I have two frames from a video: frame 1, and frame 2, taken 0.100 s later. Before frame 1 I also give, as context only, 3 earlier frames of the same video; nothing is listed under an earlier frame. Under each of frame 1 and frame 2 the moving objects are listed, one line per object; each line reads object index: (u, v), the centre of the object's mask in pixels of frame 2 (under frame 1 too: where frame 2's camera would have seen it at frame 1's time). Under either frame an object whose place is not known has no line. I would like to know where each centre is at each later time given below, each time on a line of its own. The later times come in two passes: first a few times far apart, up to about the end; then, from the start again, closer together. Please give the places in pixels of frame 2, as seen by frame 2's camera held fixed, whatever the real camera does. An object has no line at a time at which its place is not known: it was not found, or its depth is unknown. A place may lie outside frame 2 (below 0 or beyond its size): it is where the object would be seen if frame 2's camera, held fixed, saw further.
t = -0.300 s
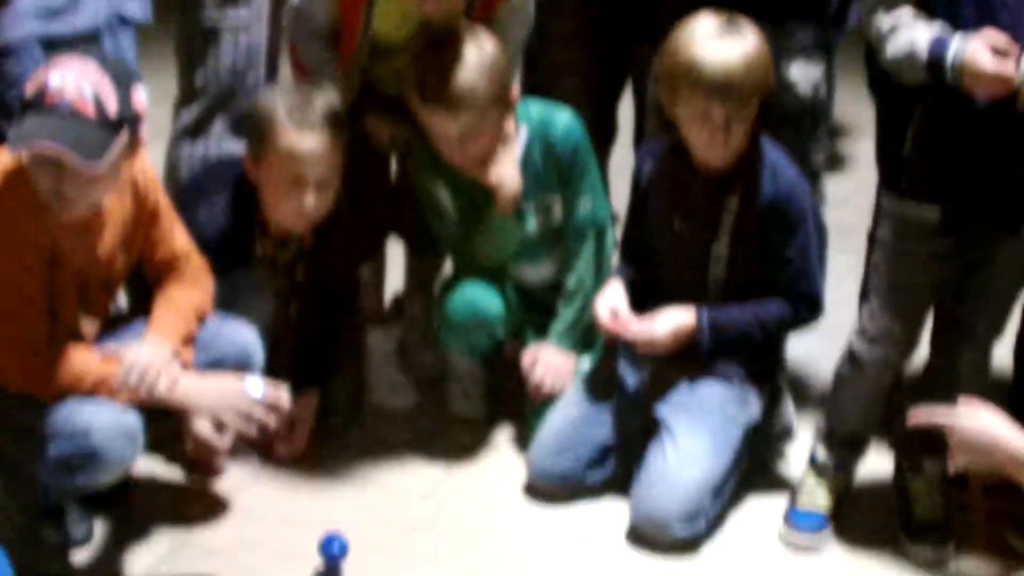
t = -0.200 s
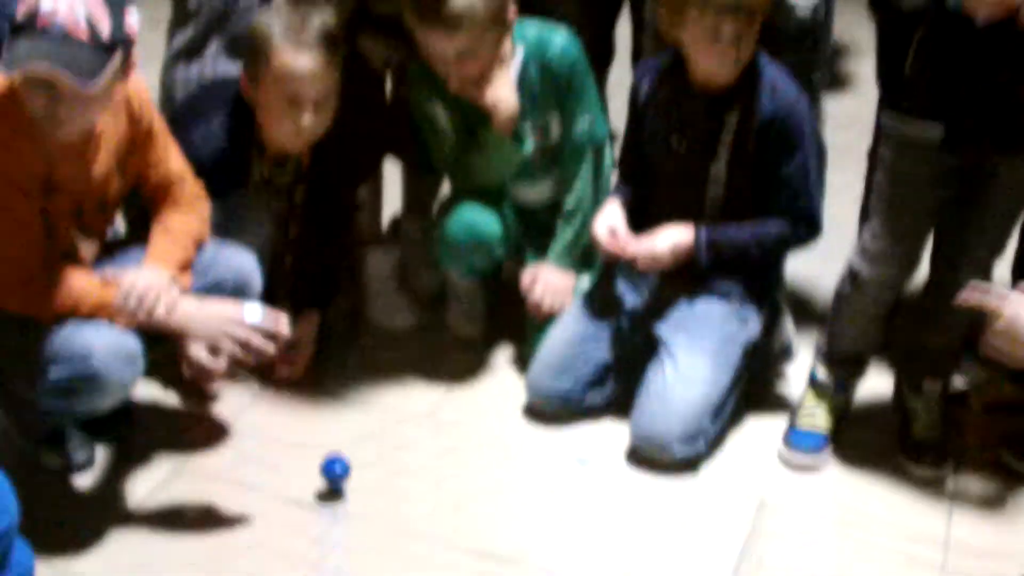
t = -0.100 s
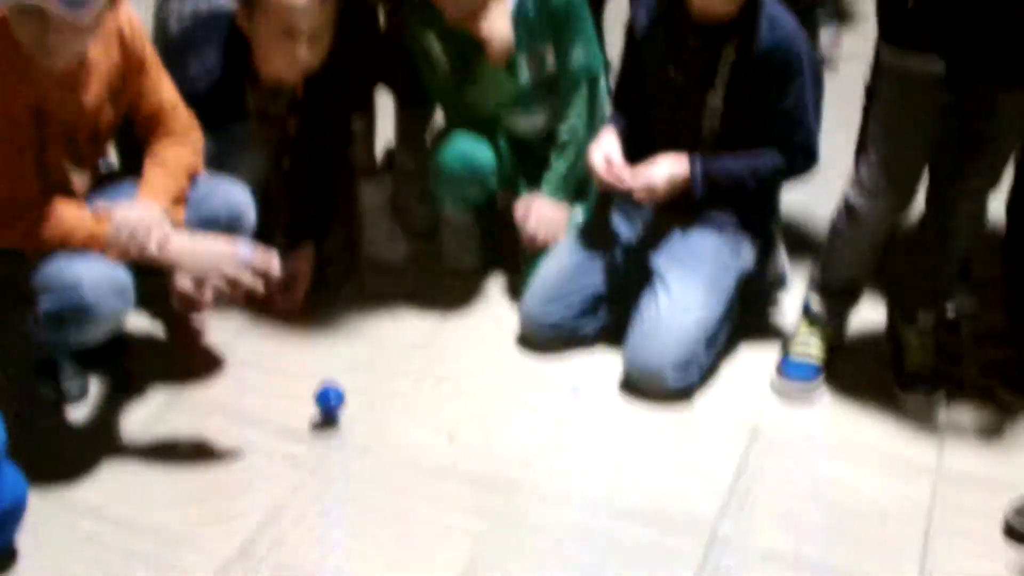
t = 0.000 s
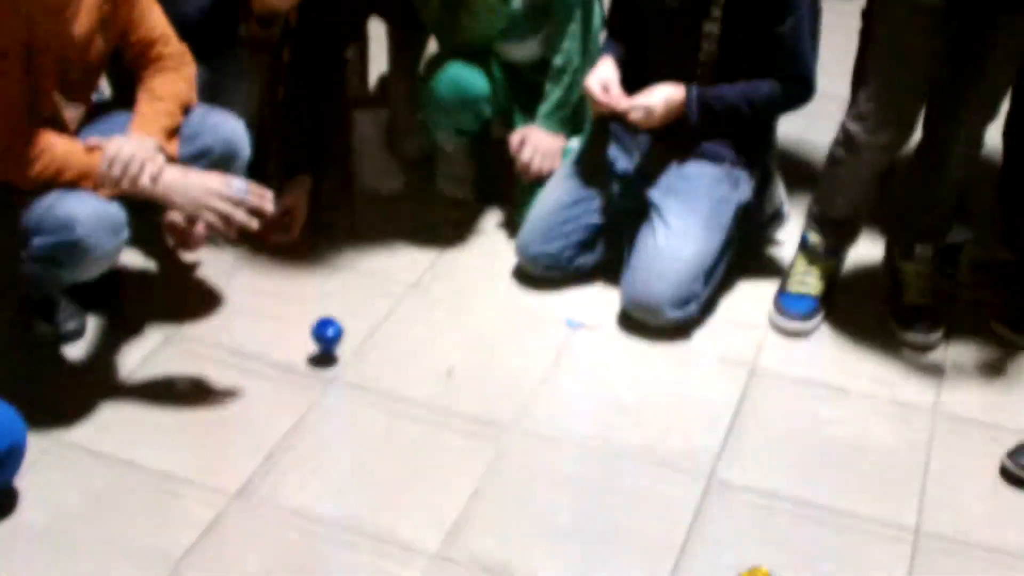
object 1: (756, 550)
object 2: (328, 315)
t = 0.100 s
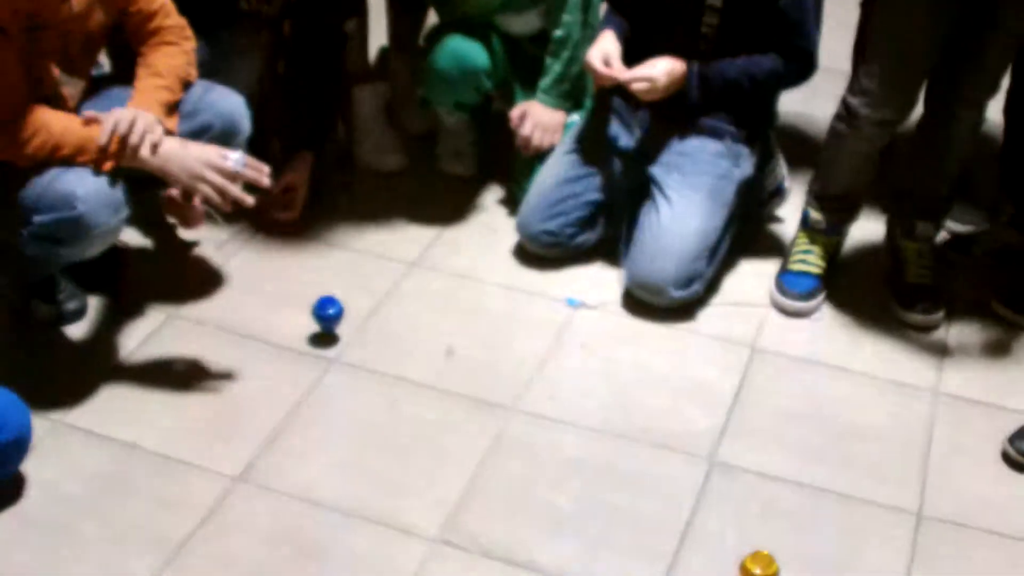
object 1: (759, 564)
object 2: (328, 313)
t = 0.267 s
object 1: (756, 563)
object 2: (325, 314)
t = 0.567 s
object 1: (757, 568)
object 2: (325, 315)
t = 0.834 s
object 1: (759, 572)
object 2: (330, 316)
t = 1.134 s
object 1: (759, 573)
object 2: (332, 314)
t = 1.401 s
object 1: (760, 573)
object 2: (329, 313)
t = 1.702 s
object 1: (758, 573)
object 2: (326, 315)
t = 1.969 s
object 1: (761, 573)
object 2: (331, 315)
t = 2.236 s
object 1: (761, 572)
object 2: (332, 313)
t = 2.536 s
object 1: (762, 574)
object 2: (329, 311)
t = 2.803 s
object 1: (761, 574)
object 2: (327, 314)
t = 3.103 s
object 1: (762, 574)
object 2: (330, 316)
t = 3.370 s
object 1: (759, 573)
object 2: (330, 314)
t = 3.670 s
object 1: (761, 573)
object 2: (328, 313)
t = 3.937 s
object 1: (761, 573)
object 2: (328, 314)
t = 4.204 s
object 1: (761, 574)
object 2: (330, 315)
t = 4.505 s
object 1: (763, 573)
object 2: (332, 312)
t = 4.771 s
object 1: (762, 574)
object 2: (329, 312)
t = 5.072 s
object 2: (331, 314)
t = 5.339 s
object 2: (333, 314)
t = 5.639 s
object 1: (759, 565)
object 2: (333, 312)
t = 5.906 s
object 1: (764, 574)
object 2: (332, 312)
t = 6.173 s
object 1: (763, 574)
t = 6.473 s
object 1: (763, 573)
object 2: (337, 312)
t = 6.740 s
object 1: (763, 574)
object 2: (336, 310)
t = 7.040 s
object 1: (761, 575)
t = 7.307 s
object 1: (764, 575)
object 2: (337, 313)
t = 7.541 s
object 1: (762, 575)
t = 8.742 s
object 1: (766, 575)
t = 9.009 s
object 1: (764, 575)
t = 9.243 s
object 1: (765, 575)
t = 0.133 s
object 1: (757, 563)
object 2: (327, 314)
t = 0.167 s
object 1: (756, 563)
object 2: (327, 314)
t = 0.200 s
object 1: (756, 563)
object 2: (325, 314)
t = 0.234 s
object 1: (757, 563)
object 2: (325, 314)
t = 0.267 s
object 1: (756, 563)
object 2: (325, 314)
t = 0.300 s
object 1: (755, 563)
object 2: (325, 313)
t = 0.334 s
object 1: (754, 567)
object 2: (326, 313)
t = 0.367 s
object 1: (754, 568)
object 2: (326, 314)
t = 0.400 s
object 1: (756, 569)
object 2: (324, 314)
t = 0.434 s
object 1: (761, 570)
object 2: (325, 315)
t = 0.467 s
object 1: (760, 570)
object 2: (326, 314)
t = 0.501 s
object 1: (757, 568)
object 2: (325, 315)
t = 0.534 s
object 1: (756, 568)
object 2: (325, 315)
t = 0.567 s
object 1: (757, 568)
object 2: (325, 315)
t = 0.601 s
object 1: (756, 568)
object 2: (325, 315)
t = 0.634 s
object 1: (757, 568)
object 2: (326, 315)
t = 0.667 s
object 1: (758, 568)
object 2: (326, 316)
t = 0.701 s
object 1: (758, 568)
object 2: (326, 315)
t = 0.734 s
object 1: (759, 571)
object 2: (327, 316)
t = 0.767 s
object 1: (759, 572)
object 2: (328, 316)
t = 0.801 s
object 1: (759, 572)
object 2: (329, 316)
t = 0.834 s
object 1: (759, 572)
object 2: (330, 316)
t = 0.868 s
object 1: (758, 573)
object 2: (330, 315)
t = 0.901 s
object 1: (758, 573)
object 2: (330, 315)
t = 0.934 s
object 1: (759, 573)
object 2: (330, 315)
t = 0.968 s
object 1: (759, 573)
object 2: (331, 315)
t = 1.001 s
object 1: (760, 573)
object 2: (332, 315)
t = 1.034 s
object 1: (760, 573)
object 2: (332, 315)
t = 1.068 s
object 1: (759, 573)
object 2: (331, 314)
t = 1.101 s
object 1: (759, 573)
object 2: (331, 314)
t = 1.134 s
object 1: (759, 573)
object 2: (332, 314)
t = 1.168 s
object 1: (759, 573)
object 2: (331, 313)
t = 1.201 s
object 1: (759, 573)
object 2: (331, 313)
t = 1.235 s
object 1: (759, 573)
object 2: (331, 313)
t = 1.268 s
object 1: (759, 573)
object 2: (330, 313)
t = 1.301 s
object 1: (759, 572)
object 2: (329, 313)
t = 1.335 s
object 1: (760, 573)
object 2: (330, 313)
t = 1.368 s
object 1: (760, 572)
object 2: (329, 313)
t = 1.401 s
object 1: (760, 573)
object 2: (329, 313)
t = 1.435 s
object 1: (759, 572)
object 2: (328, 313)
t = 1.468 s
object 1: (759, 572)
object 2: (328, 313)
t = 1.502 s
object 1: (760, 573)
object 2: (328, 313)
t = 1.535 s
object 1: (760, 573)
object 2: (328, 314)
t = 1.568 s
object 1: (760, 574)
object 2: (328, 314)
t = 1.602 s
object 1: (760, 573)
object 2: (329, 315)
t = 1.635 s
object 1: (759, 574)
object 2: (328, 315)
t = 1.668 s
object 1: (758, 573)
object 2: (327, 315)
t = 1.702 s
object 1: (758, 573)
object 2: (326, 315)
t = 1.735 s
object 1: (758, 574)
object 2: (327, 315)
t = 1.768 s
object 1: (759, 574)
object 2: (328, 315)
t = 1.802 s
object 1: (759, 574)
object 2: (329, 315)
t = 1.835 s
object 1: (759, 574)
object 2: (329, 316)
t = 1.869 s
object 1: (760, 574)
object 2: (329, 316)
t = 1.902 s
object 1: (761, 573)
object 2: (330, 315)
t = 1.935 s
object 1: (761, 573)
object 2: (331, 315)
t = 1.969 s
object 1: (761, 573)
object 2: (331, 315)
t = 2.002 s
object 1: (760, 573)
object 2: (331, 315)
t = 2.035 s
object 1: (760, 573)
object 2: (331, 315)
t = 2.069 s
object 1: (761, 573)
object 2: (332, 315)
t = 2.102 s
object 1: (761, 572)
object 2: (333, 315)
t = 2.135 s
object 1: (760, 572)
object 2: (333, 314)
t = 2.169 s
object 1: (761, 572)
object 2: (332, 314)
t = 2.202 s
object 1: (761, 572)
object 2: (332, 313)
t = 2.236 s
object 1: (761, 572)
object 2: (332, 313)
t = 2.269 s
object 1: (761, 573)
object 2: (332, 313)
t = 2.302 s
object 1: (761, 573)
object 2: (332, 312)
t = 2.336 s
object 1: (761, 573)
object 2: (331, 312)
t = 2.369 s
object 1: (761, 573)
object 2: (331, 312)
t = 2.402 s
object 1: (761, 573)
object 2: (331, 312)
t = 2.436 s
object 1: (762, 573)
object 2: (331, 312)
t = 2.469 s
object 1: (762, 573)
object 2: (330, 311)
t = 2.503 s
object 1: (762, 573)
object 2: (330, 312)
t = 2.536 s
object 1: (762, 574)
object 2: (329, 311)
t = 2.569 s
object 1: (763, 574)
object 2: (329, 312)
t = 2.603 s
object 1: (764, 574)
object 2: (330, 312)
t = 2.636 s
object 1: (763, 574)
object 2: (329, 312)
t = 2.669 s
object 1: (762, 574)
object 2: (328, 313)
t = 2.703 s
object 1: (762, 574)
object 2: (328, 313)
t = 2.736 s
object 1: (762, 574)
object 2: (328, 314)
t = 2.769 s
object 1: (761, 574)
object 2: (327, 314)
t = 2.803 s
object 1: (761, 574)
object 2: (327, 314)
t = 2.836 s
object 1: (761, 575)
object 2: (326, 315)
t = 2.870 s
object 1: (761, 574)
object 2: (327, 315)
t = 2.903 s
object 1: (762, 575)
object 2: (327, 315)
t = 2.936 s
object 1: (763, 575)
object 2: (328, 316)
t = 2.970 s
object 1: (763, 575)
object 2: (328, 315)
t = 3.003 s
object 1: (763, 574)
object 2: (328, 315)
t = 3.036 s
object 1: (763, 575)
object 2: (329, 316)
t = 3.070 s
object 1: (763, 575)
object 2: (330, 316)
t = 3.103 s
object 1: (762, 574)
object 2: (330, 316)
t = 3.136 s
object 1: (762, 575)
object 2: (330, 316)
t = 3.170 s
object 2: (331, 316)
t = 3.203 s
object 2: (332, 315)
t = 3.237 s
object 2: (332, 315)
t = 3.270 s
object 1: (762, 575)
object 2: (331, 315)
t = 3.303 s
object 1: (760, 574)
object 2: (331, 315)
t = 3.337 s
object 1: (759, 572)
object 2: (330, 313)
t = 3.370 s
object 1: (759, 573)
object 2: (330, 314)
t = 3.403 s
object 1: (761, 574)
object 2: (331, 314)
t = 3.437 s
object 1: (761, 573)
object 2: (331, 313)
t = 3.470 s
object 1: (762, 573)
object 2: (330, 312)
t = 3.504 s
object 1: (763, 572)
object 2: (330, 312)
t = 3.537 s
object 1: (764, 572)
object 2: (331, 312)
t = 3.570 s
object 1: (763, 573)
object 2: (331, 312)
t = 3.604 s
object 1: (763, 573)
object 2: (331, 312)
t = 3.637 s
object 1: (762, 572)
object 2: (329, 312)
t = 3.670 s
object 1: (761, 573)
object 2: (328, 313)
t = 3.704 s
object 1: (761, 574)
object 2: (328, 313)
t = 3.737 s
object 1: (761, 574)
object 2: (327, 313)
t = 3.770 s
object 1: (761, 574)
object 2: (326, 314)
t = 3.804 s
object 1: (762, 574)
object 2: (326, 314)
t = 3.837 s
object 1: (762, 574)
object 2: (327, 314)
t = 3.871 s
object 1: (763, 574)
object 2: (328, 313)
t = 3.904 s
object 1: (763, 574)
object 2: (329, 313)
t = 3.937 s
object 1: (761, 573)
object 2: (328, 314)
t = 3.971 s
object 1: (760, 574)
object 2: (326, 314)
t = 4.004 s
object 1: (761, 574)
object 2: (327, 315)
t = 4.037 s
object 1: (761, 574)
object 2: (327, 315)
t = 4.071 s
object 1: (761, 574)
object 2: (327, 315)
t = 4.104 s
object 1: (761, 574)
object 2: (328, 315)
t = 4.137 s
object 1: (761, 574)
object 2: (329, 315)
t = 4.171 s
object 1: (761, 574)
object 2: (329, 315)
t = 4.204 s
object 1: (761, 574)
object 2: (330, 315)
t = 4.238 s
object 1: (761, 574)
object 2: (330, 315)
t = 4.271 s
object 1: (761, 574)
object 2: (331, 315)
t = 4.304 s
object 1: (761, 574)
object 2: (331, 314)
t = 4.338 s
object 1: (761, 574)
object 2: (332, 314)
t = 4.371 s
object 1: (762, 574)
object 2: (332, 314)
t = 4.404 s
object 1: (762, 573)
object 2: (332, 314)
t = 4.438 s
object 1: (761, 573)
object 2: (332, 313)
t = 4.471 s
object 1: (762, 573)
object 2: (332, 313)
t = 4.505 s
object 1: (763, 573)
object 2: (332, 312)
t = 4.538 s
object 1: (763, 573)
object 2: (332, 312)
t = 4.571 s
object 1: (763, 573)
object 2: (332, 312)
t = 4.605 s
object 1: (763, 573)
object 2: (332, 312)
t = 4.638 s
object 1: (762, 573)
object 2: (330, 311)
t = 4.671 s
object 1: (762, 574)
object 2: (330, 311)
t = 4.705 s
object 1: (762, 574)
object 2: (330, 312)
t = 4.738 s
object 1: (762, 574)
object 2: (330, 312)
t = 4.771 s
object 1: (762, 574)
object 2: (329, 312)
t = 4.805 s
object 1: (763, 574)
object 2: (330, 312)
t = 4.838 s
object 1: (763, 575)
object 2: (330, 312)
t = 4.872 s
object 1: (763, 575)
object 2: (330, 312)
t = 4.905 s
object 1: (763, 575)
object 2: (329, 312)
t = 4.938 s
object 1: (763, 574)
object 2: (329, 312)
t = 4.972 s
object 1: (763, 573)
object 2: (328, 312)
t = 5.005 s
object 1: (764, 573)
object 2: (329, 312)
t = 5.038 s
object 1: (765, 575)
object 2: (331, 313)
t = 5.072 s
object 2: (331, 314)
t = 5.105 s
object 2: (331, 315)
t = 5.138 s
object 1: (764, 574)
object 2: (331, 314)
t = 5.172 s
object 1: (763, 574)
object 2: (330, 314)
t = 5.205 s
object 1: (761, 573)
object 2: (329, 314)
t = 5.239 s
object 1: (763, 572)
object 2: (330, 313)
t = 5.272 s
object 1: (765, 573)
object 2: (332, 313)
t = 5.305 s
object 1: (771, 575)
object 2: (333, 313)
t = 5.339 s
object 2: (333, 314)
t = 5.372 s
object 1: (763, 574)
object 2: (333, 314)
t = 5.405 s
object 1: (761, 571)
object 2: (332, 313)
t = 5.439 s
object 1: (761, 570)
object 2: (333, 312)
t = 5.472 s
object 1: (762, 572)
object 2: (333, 312)
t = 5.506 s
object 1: (763, 573)
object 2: (334, 312)
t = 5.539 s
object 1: (763, 573)
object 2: (334, 311)
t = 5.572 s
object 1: (762, 570)
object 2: (333, 311)
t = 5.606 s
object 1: (761, 567)
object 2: (333, 311)
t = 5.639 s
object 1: (759, 565)
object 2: (333, 312)
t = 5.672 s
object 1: (760, 567)
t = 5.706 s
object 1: (761, 569)
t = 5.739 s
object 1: (762, 571)
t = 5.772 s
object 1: (763, 573)
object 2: (334, 310)
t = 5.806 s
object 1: (764, 575)
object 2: (335, 311)
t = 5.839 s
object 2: (335, 311)
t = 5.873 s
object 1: (765, 575)
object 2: (335, 311)
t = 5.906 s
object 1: (764, 574)
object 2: (332, 312)
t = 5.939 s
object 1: (764, 574)
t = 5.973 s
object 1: (764, 574)
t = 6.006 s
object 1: (764, 574)
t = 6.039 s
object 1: (765, 575)
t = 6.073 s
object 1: (765, 575)
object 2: (334, 312)
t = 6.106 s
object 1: (764, 574)
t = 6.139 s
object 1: (764, 574)
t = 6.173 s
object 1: (763, 574)
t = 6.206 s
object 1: (763, 574)
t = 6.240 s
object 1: (763, 575)
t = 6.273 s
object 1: (763, 574)
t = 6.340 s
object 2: (337, 313)
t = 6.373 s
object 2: (337, 312)
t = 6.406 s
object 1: (765, 575)
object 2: (337, 312)
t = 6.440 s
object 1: (764, 574)
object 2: (338, 314)
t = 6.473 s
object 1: (763, 573)
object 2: (337, 312)
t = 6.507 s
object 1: (764, 574)
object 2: (337, 312)
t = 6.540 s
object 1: (764, 574)
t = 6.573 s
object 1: (764, 575)
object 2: (336, 312)
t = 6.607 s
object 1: (764, 574)
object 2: (336, 311)
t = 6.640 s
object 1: (763, 574)
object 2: (336, 311)
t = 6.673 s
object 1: (763, 574)
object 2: (335, 311)
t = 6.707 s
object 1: (763, 574)
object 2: (336, 311)
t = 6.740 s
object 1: (763, 574)
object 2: (336, 310)
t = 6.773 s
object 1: (763, 575)
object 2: (335, 310)
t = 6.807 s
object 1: (763, 575)
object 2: (335, 311)
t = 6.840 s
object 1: (763, 575)
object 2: (335, 311)
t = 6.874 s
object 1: (763, 575)
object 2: (335, 311)
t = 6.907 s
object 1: (763, 575)
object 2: (335, 311)
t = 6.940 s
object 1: (761, 575)
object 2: (335, 312)
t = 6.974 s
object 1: (760, 574)
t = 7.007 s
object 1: (761, 575)
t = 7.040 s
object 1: (761, 575)
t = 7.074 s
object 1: (761, 575)
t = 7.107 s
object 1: (762, 575)
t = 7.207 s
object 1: (763, 575)
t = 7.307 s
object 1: (764, 575)
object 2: (337, 313)
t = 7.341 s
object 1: (762, 574)
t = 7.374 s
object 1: (762, 575)
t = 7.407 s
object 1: (761, 574)
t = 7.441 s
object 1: (761, 574)
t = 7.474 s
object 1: (761, 575)
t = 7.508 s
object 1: (762, 575)
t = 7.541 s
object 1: (762, 575)
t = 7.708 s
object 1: (762, 575)
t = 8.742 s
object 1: (766, 575)
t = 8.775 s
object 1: (765, 575)
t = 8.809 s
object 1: (764, 575)
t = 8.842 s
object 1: (763, 575)
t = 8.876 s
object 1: (763, 575)
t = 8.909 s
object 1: (763, 575)
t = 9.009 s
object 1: (764, 575)
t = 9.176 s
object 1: (765, 575)
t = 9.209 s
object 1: (765, 575)
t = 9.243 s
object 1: (765, 575)
